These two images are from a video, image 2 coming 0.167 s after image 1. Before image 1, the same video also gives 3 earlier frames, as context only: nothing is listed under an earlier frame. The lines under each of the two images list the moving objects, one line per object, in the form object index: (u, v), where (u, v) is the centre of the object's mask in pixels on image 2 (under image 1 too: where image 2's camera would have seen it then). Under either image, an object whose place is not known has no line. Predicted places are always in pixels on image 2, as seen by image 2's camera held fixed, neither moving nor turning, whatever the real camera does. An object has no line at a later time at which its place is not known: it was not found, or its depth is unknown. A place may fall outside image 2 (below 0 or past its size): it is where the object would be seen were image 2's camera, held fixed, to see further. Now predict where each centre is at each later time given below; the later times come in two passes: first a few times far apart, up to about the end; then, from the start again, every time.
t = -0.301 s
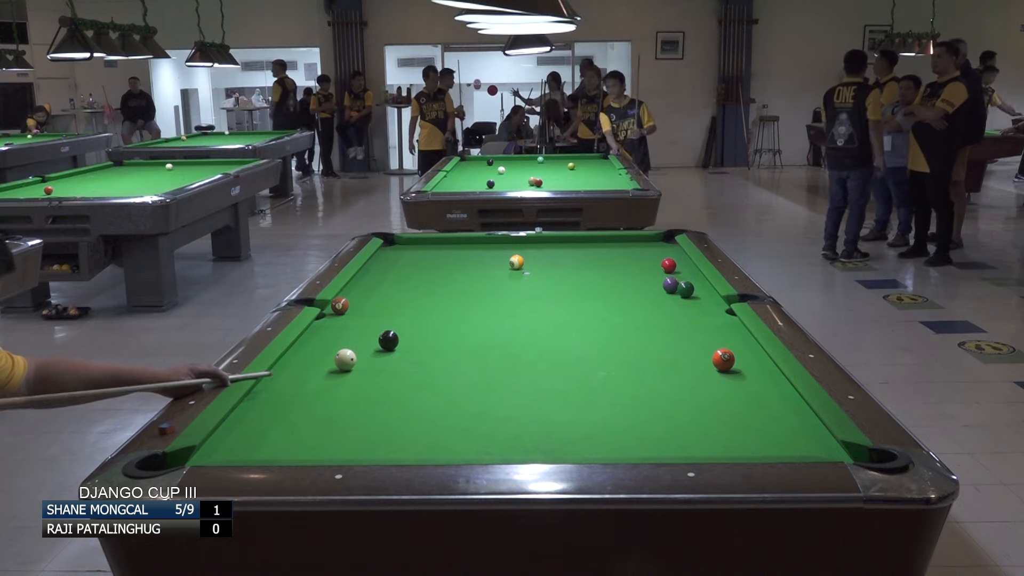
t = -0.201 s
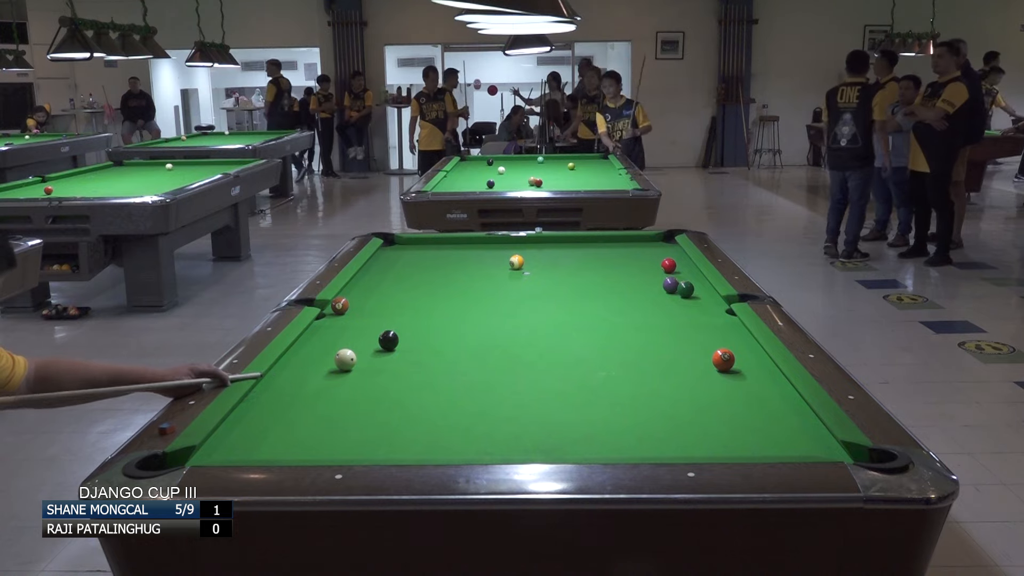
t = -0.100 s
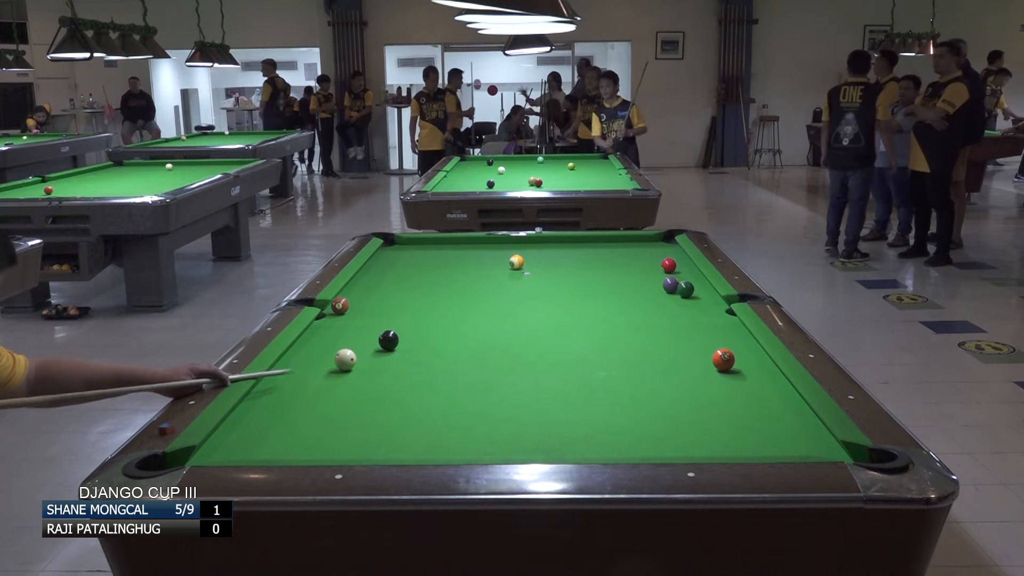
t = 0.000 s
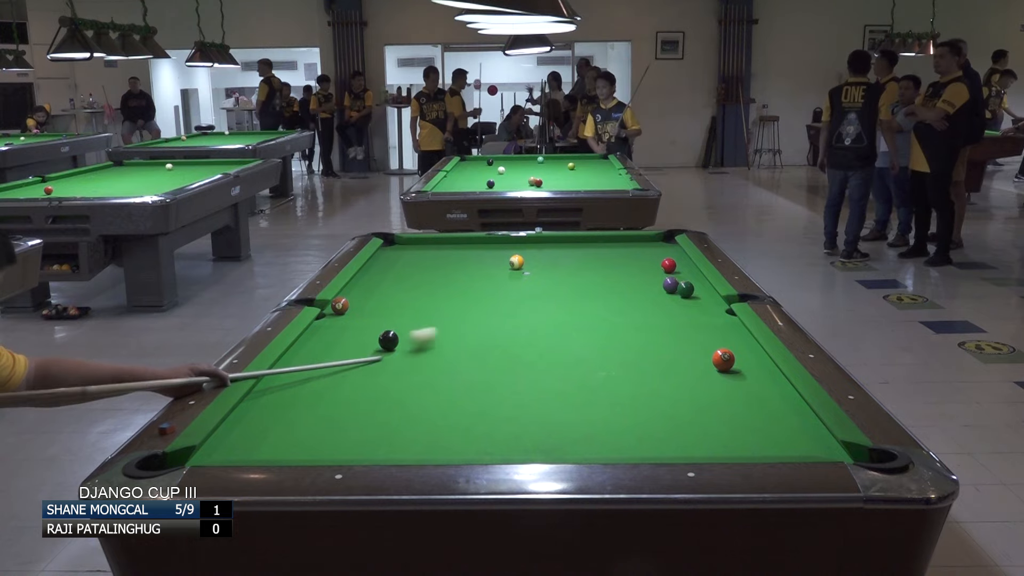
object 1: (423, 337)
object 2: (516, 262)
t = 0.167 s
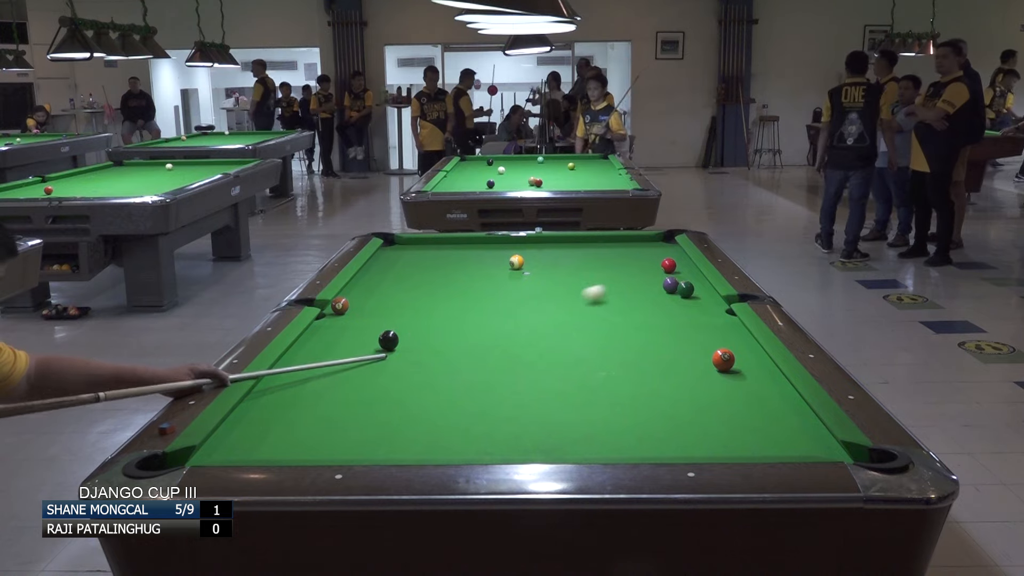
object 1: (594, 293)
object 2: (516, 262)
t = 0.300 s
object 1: (690, 269)
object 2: (516, 262)
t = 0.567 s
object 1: (687, 264)
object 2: (516, 262)
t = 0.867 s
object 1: (683, 263)
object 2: (516, 262)
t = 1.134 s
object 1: (680, 262)
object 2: (516, 262)
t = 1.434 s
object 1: (678, 261)
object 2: (516, 262)
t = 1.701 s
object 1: (676, 261)
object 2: (516, 262)
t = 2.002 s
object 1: (675, 260)
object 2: (516, 262)
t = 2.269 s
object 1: (675, 260)
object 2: (523, 264)
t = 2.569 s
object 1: (675, 260)
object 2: (540, 268)
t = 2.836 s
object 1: (675, 260)
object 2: (554, 271)
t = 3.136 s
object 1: (675, 260)
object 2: (570, 275)
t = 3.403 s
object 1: (675, 260)
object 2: (583, 278)
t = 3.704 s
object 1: (674, 260)
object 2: (597, 282)
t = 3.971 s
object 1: (674, 260)
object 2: (610, 285)
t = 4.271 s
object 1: (674, 260)
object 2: (623, 288)
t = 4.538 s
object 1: (675, 260)
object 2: (635, 290)
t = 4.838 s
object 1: (675, 260)
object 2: (646, 293)
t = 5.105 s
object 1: (675, 260)
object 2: (655, 295)
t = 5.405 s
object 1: (675, 260)
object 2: (664, 297)
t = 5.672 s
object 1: (675, 260)
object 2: (671, 299)
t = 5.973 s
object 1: (675, 260)
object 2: (678, 300)
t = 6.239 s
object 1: (675, 260)
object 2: (682, 301)
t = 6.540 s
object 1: (675, 260)
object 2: (686, 301)
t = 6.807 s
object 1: (675, 260)
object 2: (688, 301)
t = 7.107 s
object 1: (675, 260)
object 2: (688, 301)
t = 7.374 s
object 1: (675, 260)
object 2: (688, 301)
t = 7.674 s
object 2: (688, 301)
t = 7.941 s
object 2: (688, 302)
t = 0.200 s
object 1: (621, 286)
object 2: (516, 262)
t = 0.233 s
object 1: (646, 280)
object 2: (516, 262)
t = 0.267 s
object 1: (669, 272)
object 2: (516, 262)
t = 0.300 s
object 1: (690, 269)
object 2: (516, 262)
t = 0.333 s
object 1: (683, 267)
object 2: (516, 262)
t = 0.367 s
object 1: (684, 266)
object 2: (516, 262)
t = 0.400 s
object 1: (685, 265)
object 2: (516, 262)
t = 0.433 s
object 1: (686, 265)
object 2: (516, 262)
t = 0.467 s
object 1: (686, 265)
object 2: (516, 262)
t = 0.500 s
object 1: (687, 265)
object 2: (516, 262)
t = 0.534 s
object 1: (687, 264)
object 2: (516, 262)
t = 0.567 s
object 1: (687, 264)
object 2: (516, 262)
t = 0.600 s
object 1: (686, 264)
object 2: (516, 262)
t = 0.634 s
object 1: (686, 264)
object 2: (516, 262)
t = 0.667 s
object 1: (685, 264)
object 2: (516, 262)
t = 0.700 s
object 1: (685, 264)
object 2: (516, 262)
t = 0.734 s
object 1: (684, 264)
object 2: (516, 262)
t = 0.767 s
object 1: (684, 263)
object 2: (516, 262)
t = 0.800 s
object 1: (684, 263)
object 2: (516, 262)
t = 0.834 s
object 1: (684, 263)
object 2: (516, 262)
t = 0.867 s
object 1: (683, 263)
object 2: (516, 262)
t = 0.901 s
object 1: (683, 263)
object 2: (516, 262)
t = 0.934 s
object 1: (682, 263)
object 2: (516, 262)
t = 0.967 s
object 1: (682, 263)
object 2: (516, 262)
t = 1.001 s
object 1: (682, 262)
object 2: (516, 262)
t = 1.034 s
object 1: (681, 262)
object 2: (516, 262)
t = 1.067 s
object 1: (681, 262)
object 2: (516, 262)
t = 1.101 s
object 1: (681, 262)
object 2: (516, 262)
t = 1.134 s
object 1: (680, 262)
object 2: (516, 262)
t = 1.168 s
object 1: (680, 262)
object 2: (516, 262)
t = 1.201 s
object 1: (680, 262)
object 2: (516, 262)
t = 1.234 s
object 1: (680, 262)
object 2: (516, 262)
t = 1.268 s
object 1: (679, 262)
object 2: (516, 262)
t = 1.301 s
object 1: (679, 262)
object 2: (516, 262)
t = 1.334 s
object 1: (679, 261)
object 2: (516, 262)
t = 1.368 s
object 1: (679, 261)
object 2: (516, 262)
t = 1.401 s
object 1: (678, 261)
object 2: (516, 262)
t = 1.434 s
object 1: (678, 261)
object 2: (516, 262)
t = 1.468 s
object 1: (678, 261)
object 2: (516, 262)
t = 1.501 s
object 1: (678, 261)
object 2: (516, 262)
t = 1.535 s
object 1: (677, 261)
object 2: (516, 262)
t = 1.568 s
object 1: (677, 261)
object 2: (516, 262)
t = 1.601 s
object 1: (677, 261)
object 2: (516, 262)
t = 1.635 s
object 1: (677, 261)
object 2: (516, 262)
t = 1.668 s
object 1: (676, 261)
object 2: (516, 262)
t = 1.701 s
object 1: (676, 261)
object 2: (516, 262)
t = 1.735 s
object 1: (676, 261)
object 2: (516, 262)
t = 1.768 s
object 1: (676, 261)
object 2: (516, 262)
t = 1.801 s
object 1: (676, 261)
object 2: (516, 262)
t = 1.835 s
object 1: (676, 261)
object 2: (516, 262)
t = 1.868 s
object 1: (676, 260)
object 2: (516, 262)
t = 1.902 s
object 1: (676, 260)
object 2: (516, 262)
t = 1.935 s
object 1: (675, 260)
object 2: (516, 262)
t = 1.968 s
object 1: (675, 260)
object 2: (516, 262)
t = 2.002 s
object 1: (675, 260)
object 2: (516, 262)
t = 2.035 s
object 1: (675, 260)
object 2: (516, 262)
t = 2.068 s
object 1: (675, 260)
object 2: (516, 262)
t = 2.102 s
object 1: (675, 260)
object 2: (516, 262)
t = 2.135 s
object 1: (675, 260)
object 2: (516, 262)
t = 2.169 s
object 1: (675, 260)
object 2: (517, 262)
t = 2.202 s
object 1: (675, 260)
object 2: (519, 263)
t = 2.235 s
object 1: (675, 260)
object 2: (521, 263)
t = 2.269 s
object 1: (675, 260)
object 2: (523, 264)
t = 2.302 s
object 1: (675, 260)
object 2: (525, 264)
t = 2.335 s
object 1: (675, 260)
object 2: (527, 265)
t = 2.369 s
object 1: (675, 260)
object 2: (529, 265)
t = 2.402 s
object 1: (675, 260)
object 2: (531, 265)
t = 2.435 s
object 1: (675, 260)
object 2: (532, 266)
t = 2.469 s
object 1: (675, 260)
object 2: (534, 266)
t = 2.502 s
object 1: (675, 260)
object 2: (536, 267)
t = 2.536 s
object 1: (675, 260)
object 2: (538, 267)
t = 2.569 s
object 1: (675, 260)
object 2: (540, 268)
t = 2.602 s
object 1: (675, 260)
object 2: (542, 268)
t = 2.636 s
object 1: (675, 260)
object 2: (543, 269)
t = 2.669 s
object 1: (675, 260)
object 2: (545, 269)
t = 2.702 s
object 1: (675, 260)
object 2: (547, 270)
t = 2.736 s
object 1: (675, 260)
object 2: (549, 270)
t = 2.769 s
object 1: (675, 260)
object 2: (551, 270)
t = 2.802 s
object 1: (675, 260)
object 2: (552, 271)
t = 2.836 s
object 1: (675, 260)
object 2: (554, 271)
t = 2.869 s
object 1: (675, 260)
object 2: (556, 272)
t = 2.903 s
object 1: (675, 260)
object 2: (557, 272)
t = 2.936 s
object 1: (675, 260)
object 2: (559, 272)
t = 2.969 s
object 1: (675, 260)
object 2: (561, 273)
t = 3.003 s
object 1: (675, 260)
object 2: (562, 273)
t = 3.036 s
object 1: (675, 260)
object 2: (564, 274)
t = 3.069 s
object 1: (675, 260)
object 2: (566, 274)
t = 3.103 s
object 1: (675, 260)
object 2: (568, 274)
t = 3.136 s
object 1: (675, 260)
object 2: (570, 275)
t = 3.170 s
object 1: (675, 260)
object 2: (571, 275)
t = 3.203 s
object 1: (675, 260)
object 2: (573, 276)
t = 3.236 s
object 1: (675, 260)
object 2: (575, 276)
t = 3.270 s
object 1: (675, 260)
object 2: (576, 277)
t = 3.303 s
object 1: (675, 260)
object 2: (578, 277)
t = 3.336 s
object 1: (675, 260)
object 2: (580, 277)
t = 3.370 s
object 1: (675, 260)
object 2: (582, 278)
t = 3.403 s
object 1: (675, 260)
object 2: (583, 278)
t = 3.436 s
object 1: (675, 260)
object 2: (585, 279)
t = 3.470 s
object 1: (674, 260)
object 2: (586, 279)
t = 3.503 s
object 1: (674, 260)
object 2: (588, 279)
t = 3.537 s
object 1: (674, 260)
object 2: (589, 280)
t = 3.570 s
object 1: (674, 260)
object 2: (591, 280)
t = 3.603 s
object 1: (674, 260)
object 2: (593, 281)
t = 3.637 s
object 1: (674, 260)
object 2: (594, 281)
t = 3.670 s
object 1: (674, 260)
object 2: (596, 281)
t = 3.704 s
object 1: (674, 260)
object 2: (597, 282)
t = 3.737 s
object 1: (674, 260)
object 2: (599, 282)
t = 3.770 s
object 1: (674, 260)
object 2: (601, 282)
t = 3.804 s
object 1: (674, 260)
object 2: (603, 283)
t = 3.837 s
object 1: (674, 260)
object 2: (604, 283)
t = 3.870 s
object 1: (674, 260)
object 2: (606, 283)
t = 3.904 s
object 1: (674, 260)
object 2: (607, 284)
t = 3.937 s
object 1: (674, 260)
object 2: (609, 284)
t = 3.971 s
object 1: (674, 260)
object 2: (610, 285)
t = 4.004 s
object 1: (674, 260)
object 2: (612, 285)
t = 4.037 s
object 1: (674, 260)
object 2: (613, 285)
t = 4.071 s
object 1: (674, 260)
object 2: (615, 286)
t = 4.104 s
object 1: (674, 260)
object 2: (616, 286)
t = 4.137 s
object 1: (675, 260)
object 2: (618, 286)
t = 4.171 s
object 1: (674, 260)
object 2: (619, 287)
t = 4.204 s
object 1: (674, 260)
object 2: (621, 287)
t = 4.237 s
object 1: (674, 260)
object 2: (622, 287)
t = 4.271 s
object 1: (674, 260)
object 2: (623, 288)
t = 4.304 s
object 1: (674, 260)
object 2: (625, 288)
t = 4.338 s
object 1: (674, 260)
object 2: (626, 288)
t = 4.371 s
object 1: (674, 260)
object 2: (628, 289)
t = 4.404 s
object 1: (674, 260)
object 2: (629, 289)
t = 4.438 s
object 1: (675, 260)
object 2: (630, 289)
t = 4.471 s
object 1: (674, 260)
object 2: (632, 290)
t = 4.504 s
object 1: (675, 260)
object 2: (633, 290)
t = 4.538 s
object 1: (675, 260)
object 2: (635, 290)
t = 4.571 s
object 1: (675, 260)
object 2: (636, 290)
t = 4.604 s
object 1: (675, 260)
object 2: (637, 291)
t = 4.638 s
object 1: (675, 260)
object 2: (639, 291)
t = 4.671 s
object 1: (675, 260)
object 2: (640, 291)
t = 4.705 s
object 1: (675, 260)
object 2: (641, 292)
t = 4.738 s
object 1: (675, 260)
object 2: (643, 292)
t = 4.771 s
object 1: (675, 260)
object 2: (644, 292)
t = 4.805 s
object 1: (675, 260)
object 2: (645, 293)
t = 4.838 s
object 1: (675, 260)
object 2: (646, 293)
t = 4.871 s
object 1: (675, 260)
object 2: (647, 293)
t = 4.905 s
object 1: (675, 260)
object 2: (648, 294)
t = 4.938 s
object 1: (674, 260)
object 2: (650, 294)
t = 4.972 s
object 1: (675, 260)
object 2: (651, 294)
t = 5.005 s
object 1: (675, 260)
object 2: (652, 294)
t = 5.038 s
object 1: (675, 260)
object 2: (653, 294)
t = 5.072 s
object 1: (675, 260)
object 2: (654, 295)
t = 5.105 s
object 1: (675, 260)
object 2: (655, 295)
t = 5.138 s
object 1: (675, 260)
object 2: (656, 295)
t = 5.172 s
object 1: (675, 260)
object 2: (657, 296)
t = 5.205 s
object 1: (675, 260)
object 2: (658, 296)
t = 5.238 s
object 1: (675, 260)
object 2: (659, 296)
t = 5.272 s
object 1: (675, 260)
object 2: (660, 296)
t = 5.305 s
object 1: (675, 260)
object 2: (661, 296)
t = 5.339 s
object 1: (674, 260)
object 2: (662, 297)
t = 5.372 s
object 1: (675, 260)
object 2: (663, 297)
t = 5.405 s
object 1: (675, 260)
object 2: (664, 297)
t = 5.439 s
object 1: (675, 260)
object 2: (665, 297)
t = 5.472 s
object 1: (675, 260)
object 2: (666, 298)
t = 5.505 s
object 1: (675, 260)
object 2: (667, 298)
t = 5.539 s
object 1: (675, 260)
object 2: (668, 298)
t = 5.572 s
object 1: (675, 260)
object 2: (668, 298)
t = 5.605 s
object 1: (675, 260)
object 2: (669, 298)
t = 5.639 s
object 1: (675, 260)
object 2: (670, 298)
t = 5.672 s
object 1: (675, 260)
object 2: (671, 299)
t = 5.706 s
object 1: (675, 260)
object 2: (672, 299)
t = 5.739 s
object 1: (675, 260)
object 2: (673, 299)
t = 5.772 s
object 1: (675, 260)
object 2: (673, 299)
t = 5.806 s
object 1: (675, 260)
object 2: (674, 299)
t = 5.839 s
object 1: (675, 260)
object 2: (675, 299)
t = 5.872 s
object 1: (675, 260)
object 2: (676, 299)
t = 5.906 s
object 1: (675, 260)
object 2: (676, 300)
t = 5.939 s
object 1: (675, 260)
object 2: (677, 300)
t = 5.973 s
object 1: (675, 260)
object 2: (678, 300)
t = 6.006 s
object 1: (675, 260)
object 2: (678, 300)
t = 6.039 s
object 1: (675, 260)
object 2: (679, 300)
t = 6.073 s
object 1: (675, 260)
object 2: (679, 300)
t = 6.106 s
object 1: (675, 260)
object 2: (680, 300)
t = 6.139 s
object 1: (675, 260)
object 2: (681, 300)
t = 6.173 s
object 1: (675, 260)
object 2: (681, 300)
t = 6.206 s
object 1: (675, 260)
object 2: (682, 301)
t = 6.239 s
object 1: (675, 260)
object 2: (682, 301)
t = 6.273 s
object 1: (675, 260)
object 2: (683, 301)
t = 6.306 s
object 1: (675, 260)
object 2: (683, 301)
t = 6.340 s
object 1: (675, 260)
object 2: (684, 301)
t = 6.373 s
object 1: (675, 260)
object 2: (684, 301)
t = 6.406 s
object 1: (675, 260)
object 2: (685, 301)
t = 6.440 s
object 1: (675, 260)
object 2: (685, 301)
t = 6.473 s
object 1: (675, 260)
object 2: (685, 301)
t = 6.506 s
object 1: (675, 260)
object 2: (686, 301)
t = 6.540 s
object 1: (675, 260)
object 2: (686, 301)
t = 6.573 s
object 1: (675, 260)
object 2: (686, 301)
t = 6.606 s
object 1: (675, 260)
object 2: (687, 301)
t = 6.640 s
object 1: (675, 260)
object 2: (687, 301)
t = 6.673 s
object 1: (675, 260)
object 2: (687, 301)
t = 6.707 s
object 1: (675, 260)
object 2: (687, 301)
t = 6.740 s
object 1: (675, 260)
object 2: (687, 301)
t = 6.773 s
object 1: (675, 260)
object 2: (688, 301)
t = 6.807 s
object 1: (675, 260)
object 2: (688, 301)
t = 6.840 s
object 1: (675, 260)
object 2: (688, 301)
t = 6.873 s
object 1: (675, 260)
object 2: (688, 301)
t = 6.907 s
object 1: (675, 260)
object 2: (688, 301)
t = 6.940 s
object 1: (675, 260)
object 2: (688, 301)
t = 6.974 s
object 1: (675, 260)
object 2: (688, 301)
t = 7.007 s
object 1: (675, 260)
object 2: (688, 301)
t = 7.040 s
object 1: (675, 260)
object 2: (688, 301)
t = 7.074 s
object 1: (675, 260)
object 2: (688, 301)
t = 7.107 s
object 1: (675, 260)
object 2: (688, 301)
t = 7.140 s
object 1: (675, 260)
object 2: (688, 301)
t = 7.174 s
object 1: (675, 260)
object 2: (688, 301)
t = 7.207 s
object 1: (675, 260)
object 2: (688, 301)
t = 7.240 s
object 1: (675, 260)
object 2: (688, 301)
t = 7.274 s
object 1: (675, 260)
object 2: (688, 301)
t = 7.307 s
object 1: (675, 260)
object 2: (688, 301)
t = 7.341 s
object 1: (675, 260)
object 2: (688, 301)
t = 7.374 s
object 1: (675, 260)
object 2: (688, 301)
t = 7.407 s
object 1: (675, 260)
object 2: (688, 301)
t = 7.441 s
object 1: (675, 260)
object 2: (688, 301)
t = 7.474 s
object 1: (675, 260)
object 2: (688, 301)
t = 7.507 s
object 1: (675, 260)
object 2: (688, 301)
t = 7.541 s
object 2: (688, 301)
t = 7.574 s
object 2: (688, 301)
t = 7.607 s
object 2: (688, 301)
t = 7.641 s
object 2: (688, 301)
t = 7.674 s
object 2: (688, 301)
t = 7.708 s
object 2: (688, 301)
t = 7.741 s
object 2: (688, 301)
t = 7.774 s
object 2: (688, 301)
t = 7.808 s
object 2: (688, 301)
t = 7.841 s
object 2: (688, 301)
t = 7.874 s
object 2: (688, 301)
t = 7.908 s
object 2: (688, 301)
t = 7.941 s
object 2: (688, 302)
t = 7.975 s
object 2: (688, 301)
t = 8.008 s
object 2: (688, 301)
